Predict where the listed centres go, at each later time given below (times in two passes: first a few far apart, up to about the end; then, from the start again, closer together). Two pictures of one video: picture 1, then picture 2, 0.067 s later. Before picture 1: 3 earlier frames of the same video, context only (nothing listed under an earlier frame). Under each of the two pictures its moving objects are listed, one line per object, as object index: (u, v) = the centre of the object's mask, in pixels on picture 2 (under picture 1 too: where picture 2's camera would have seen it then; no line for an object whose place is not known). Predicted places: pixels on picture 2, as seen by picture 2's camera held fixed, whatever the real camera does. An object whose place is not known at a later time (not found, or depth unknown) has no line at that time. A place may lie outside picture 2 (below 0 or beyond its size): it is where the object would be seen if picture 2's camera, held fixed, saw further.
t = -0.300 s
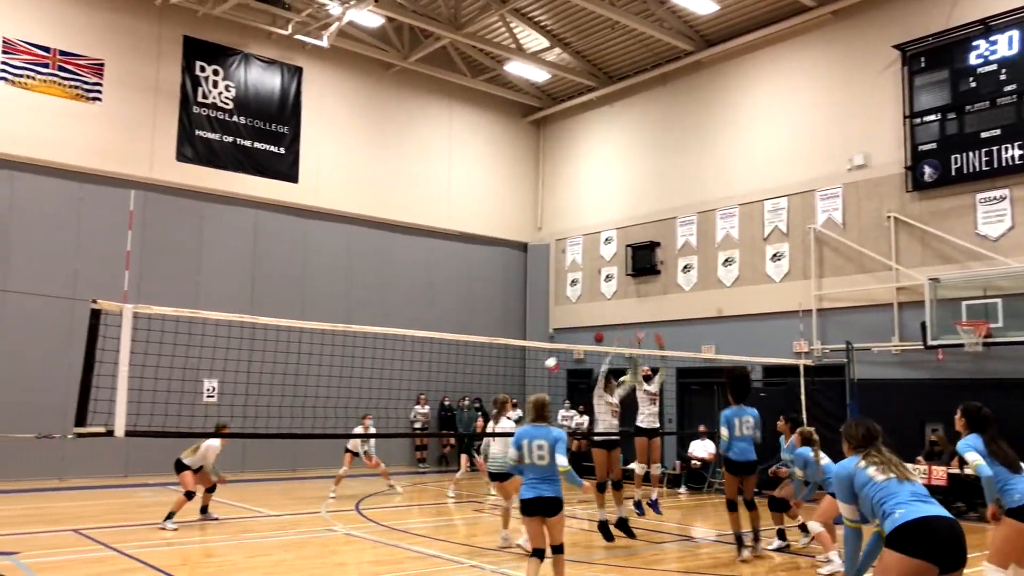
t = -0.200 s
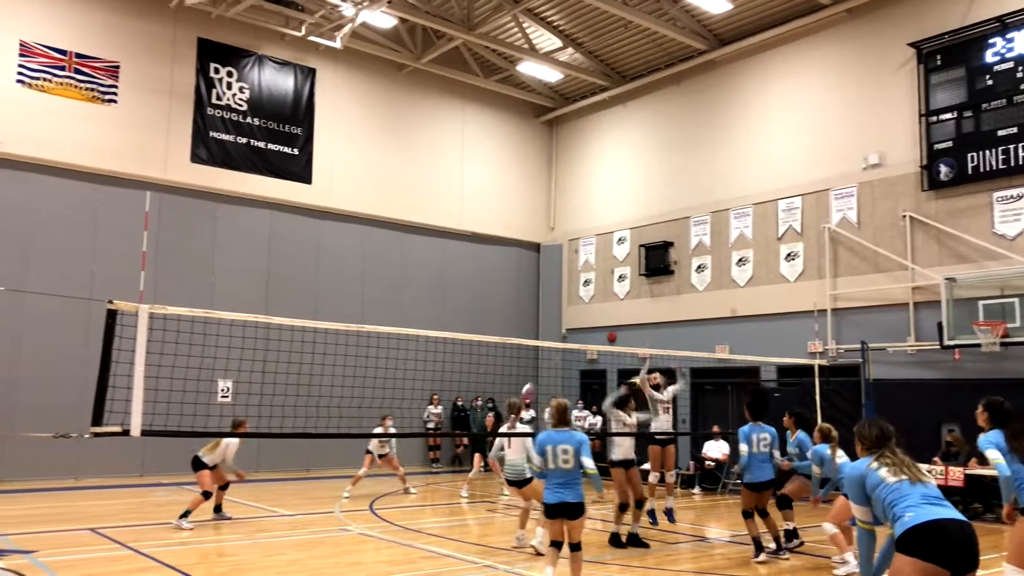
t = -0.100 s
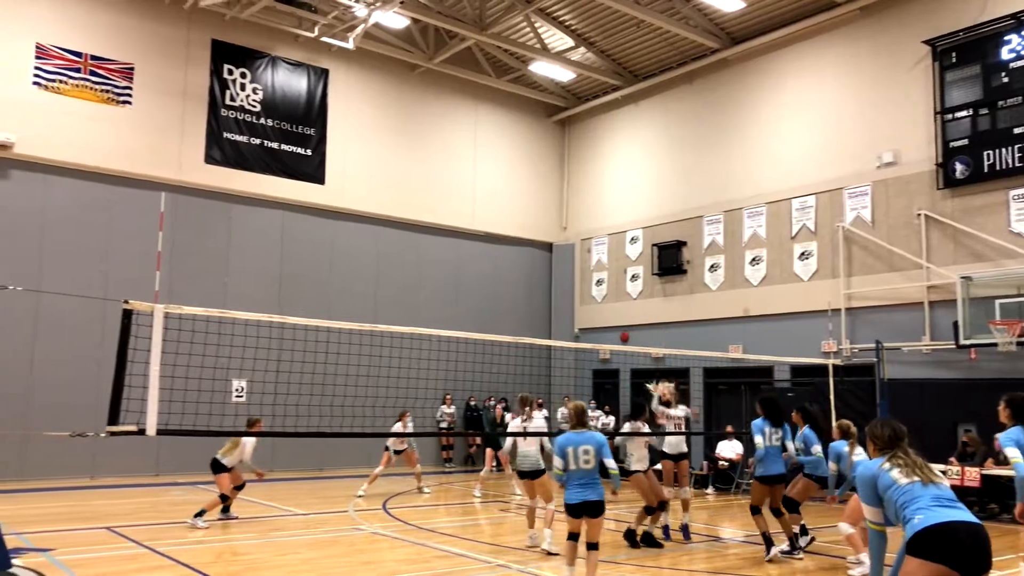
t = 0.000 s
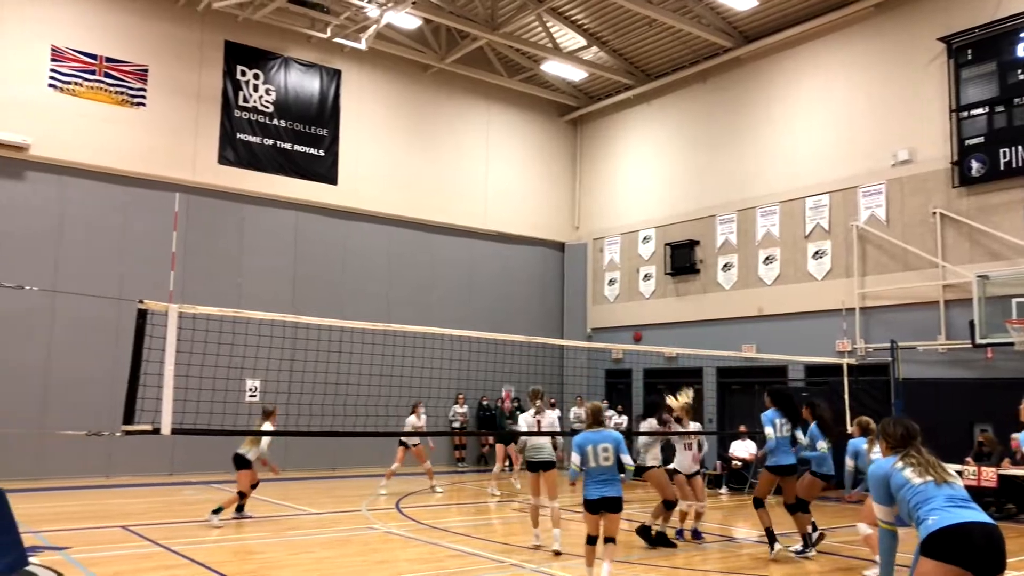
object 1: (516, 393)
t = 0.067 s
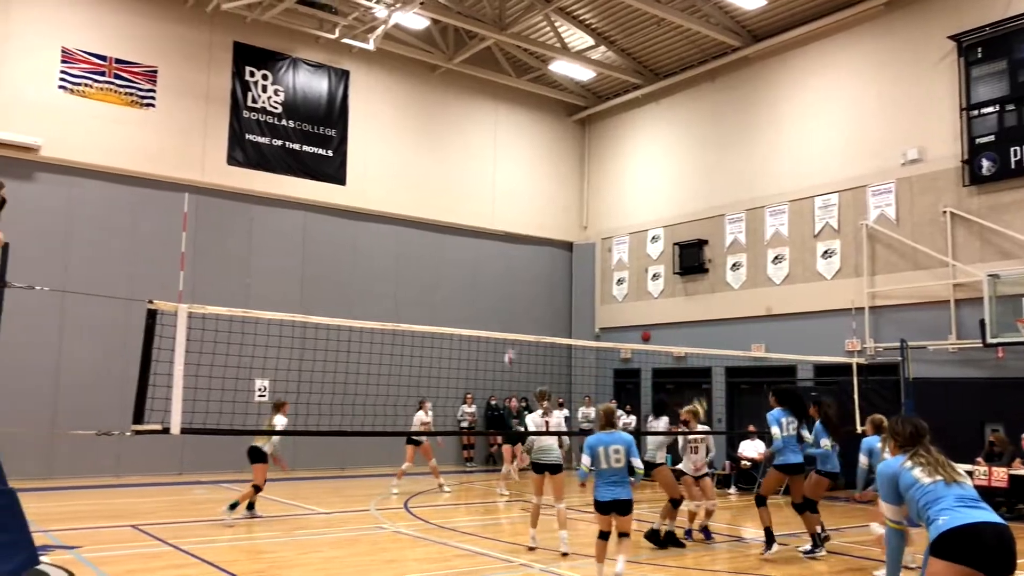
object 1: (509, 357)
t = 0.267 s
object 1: (490, 267)
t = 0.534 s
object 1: (460, 179)
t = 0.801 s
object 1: (427, 126)
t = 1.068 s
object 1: (389, 116)
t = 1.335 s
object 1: (344, 157)
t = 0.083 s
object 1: (507, 349)
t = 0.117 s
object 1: (504, 329)
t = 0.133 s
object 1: (503, 325)
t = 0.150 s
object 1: (501, 317)
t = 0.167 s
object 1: (500, 309)
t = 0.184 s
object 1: (498, 301)
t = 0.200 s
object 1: (496, 295)
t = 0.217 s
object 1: (495, 289)
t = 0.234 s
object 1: (493, 282)
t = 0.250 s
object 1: (491, 275)
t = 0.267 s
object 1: (490, 267)
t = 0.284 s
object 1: (488, 260)
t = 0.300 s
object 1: (486, 253)
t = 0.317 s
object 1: (484, 248)
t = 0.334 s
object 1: (483, 242)
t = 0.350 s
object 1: (481, 238)
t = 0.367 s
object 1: (479, 231)
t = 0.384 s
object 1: (480, 225)
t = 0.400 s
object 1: (476, 220)
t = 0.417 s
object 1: (474, 213)
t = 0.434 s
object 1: (472, 208)
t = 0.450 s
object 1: (470, 203)
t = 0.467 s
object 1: (468, 198)
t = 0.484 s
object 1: (465, 193)
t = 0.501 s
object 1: (463, 189)
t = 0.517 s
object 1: (462, 183)
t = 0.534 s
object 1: (460, 179)
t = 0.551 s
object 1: (458, 174)
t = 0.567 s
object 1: (456, 170)
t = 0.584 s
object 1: (454, 166)
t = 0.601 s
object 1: (452, 162)
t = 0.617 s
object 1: (450, 159)
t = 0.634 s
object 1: (448, 155)
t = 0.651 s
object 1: (446, 151)
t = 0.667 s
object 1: (443, 147)
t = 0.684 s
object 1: (441, 145)
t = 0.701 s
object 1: (439, 142)
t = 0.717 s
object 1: (436, 139)
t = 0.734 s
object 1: (434, 136)
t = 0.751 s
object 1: (434, 133)
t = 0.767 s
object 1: (431, 131)
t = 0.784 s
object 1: (430, 128)
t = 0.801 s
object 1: (427, 126)
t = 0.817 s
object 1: (425, 124)
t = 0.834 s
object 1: (423, 122)
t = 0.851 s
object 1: (420, 121)
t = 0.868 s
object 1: (418, 120)
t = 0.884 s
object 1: (415, 119)
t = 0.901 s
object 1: (413, 117)
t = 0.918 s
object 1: (411, 117)
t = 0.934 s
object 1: (408, 116)
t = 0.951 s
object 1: (406, 115)
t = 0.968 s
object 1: (402, 115)
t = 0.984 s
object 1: (401, 115)
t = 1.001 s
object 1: (399, 114)
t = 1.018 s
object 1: (396, 114)
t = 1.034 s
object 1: (394, 115)
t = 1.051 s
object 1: (392, 115)
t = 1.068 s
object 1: (389, 116)
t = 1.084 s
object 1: (386, 118)
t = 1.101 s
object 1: (384, 118)
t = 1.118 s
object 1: (381, 120)
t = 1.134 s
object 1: (378, 122)
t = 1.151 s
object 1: (375, 123)
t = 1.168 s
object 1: (373, 125)
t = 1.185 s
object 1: (370, 127)
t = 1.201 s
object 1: (367, 129)
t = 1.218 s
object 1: (364, 132)
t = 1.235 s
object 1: (360, 135)
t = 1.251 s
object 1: (358, 138)
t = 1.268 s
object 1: (355, 142)
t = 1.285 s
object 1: (353, 145)
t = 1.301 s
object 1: (350, 149)
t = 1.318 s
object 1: (347, 153)
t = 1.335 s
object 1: (344, 157)
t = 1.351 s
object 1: (342, 160)
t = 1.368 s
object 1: (339, 165)
